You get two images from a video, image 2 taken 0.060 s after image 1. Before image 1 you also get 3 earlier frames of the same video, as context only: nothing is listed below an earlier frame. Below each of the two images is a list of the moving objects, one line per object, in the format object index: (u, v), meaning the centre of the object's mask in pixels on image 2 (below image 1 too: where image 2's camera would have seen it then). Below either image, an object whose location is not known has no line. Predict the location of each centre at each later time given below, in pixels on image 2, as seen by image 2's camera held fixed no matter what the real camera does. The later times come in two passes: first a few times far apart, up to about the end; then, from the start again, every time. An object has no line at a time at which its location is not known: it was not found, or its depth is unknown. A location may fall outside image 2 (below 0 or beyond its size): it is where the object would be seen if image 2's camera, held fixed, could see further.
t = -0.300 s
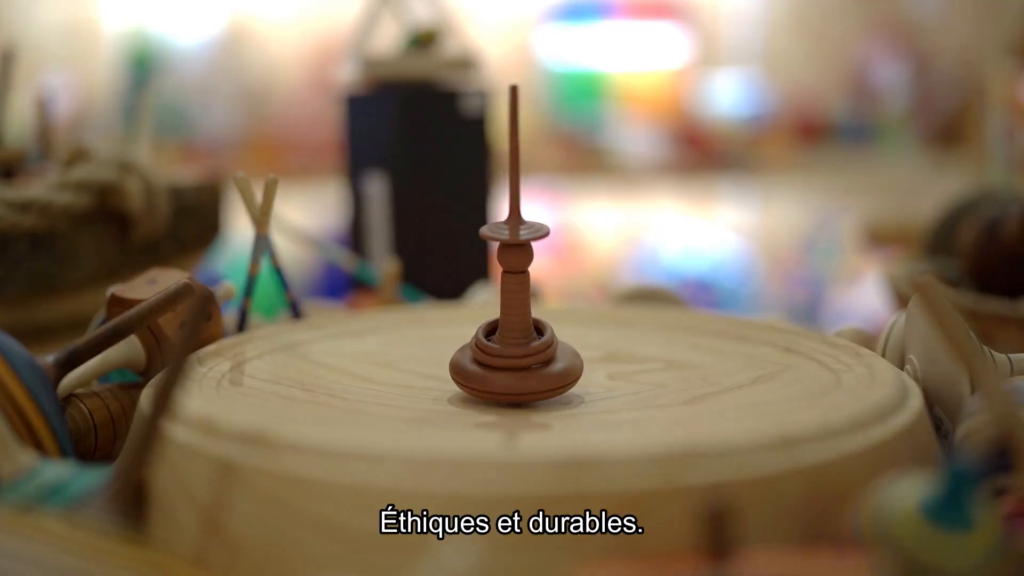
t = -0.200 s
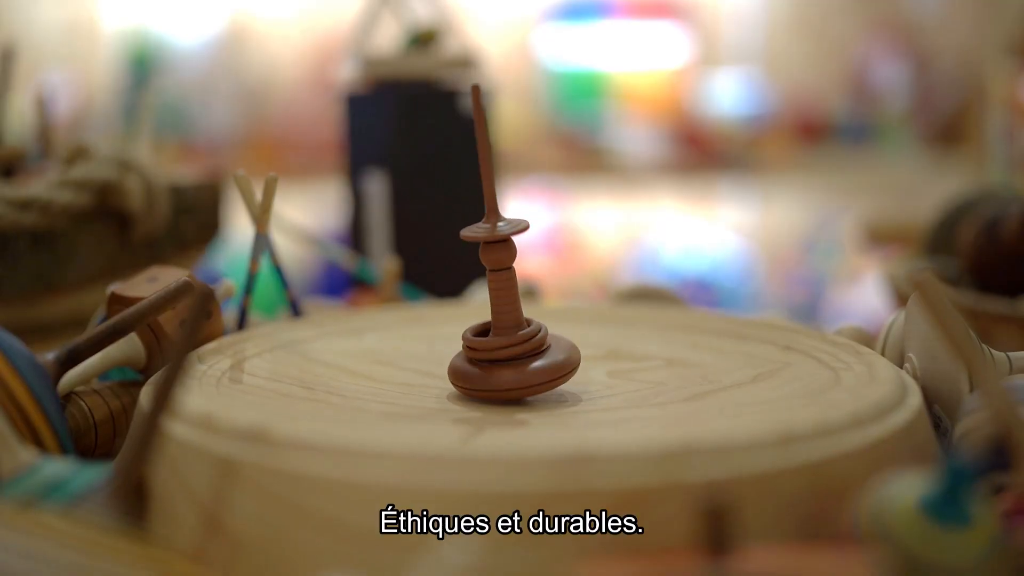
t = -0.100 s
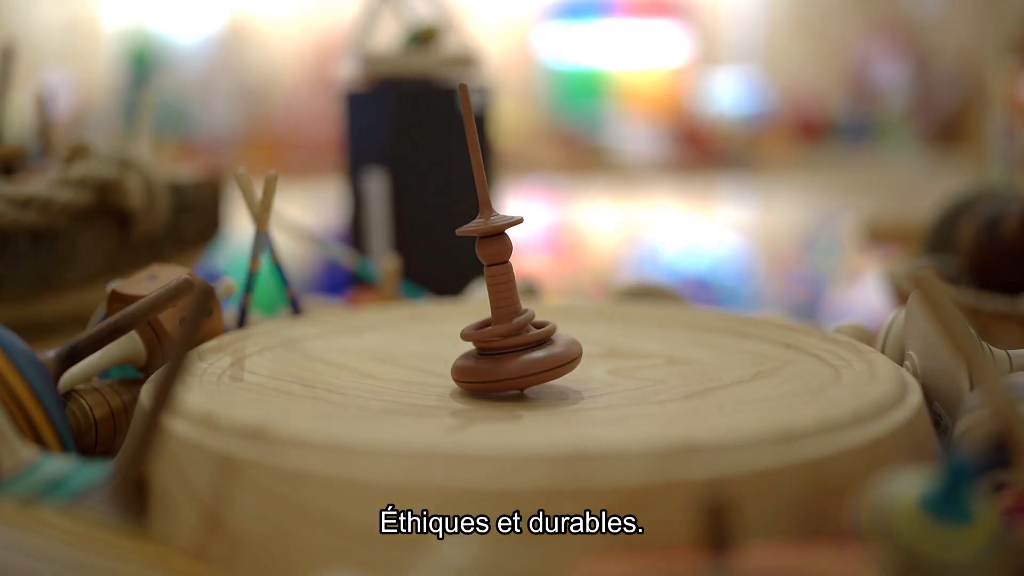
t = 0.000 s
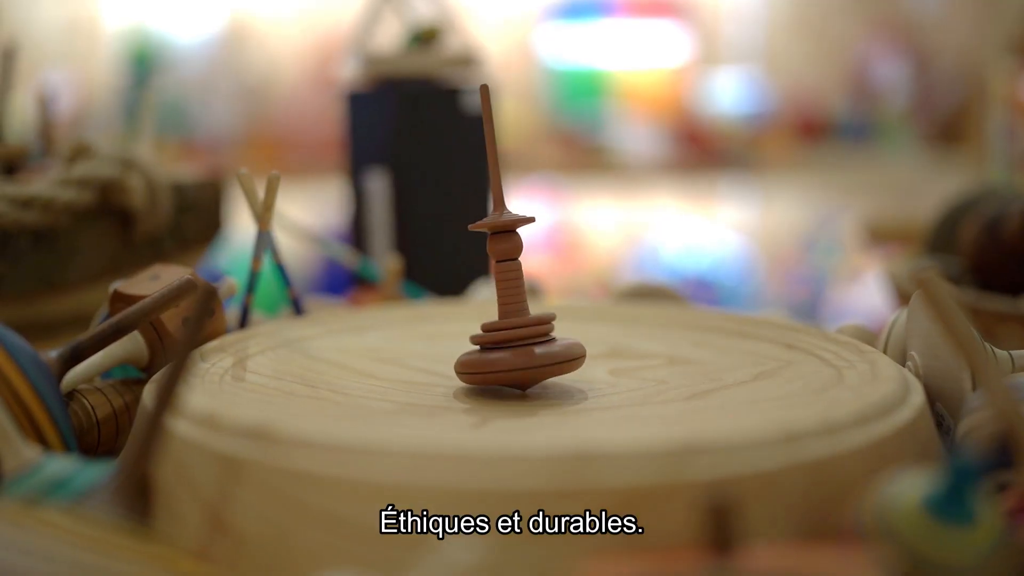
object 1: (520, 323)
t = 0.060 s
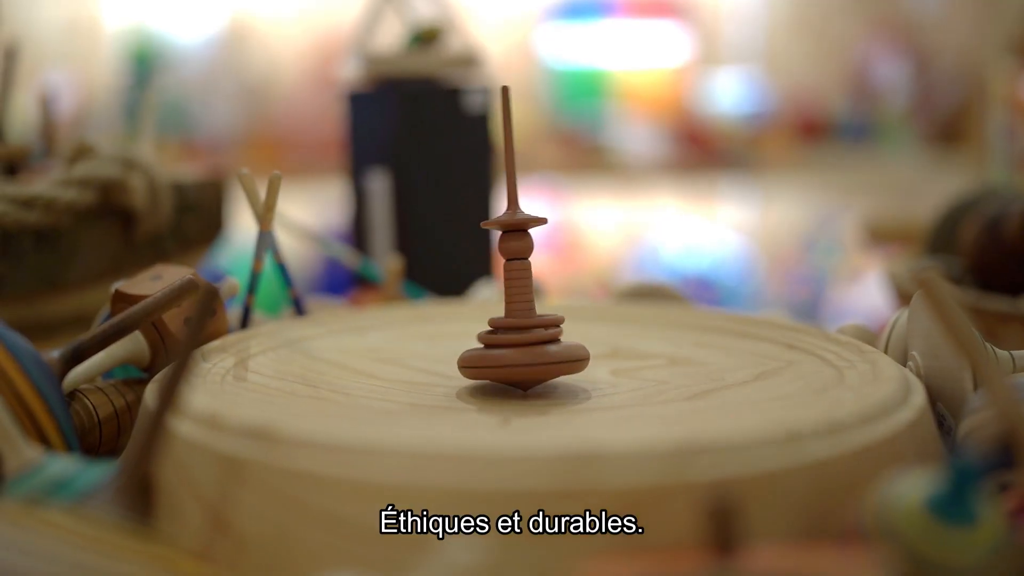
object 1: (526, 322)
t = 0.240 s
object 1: (537, 320)
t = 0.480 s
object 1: (543, 325)
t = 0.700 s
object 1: (526, 320)
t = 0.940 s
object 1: (545, 312)
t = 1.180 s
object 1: (553, 316)
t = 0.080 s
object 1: (528, 321)
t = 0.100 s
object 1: (528, 321)
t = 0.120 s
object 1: (528, 319)
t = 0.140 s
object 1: (524, 319)
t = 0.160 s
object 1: (518, 320)
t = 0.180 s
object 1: (523, 317)
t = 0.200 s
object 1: (535, 317)
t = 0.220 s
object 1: (546, 317)
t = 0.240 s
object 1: (537, 320)
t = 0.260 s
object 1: (527, 321)
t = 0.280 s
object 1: (529, 322)
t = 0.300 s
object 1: (541, 320)
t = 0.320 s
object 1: (550, 318)
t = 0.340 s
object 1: (537, 320)
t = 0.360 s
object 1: (527, 321)
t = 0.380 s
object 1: (535, 322)
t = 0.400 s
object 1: (547, 324)
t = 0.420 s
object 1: (538, 324)
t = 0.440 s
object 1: (524, 322)
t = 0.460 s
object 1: (537, 322)
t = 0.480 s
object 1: (543, 325)
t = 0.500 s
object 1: (529, 321)
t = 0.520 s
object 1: (518, 313)
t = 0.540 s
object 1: (532, 316)
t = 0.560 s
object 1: (533, 330)
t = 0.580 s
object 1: (518, 329)
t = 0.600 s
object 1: (524, 319)
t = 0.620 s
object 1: (537, 318)
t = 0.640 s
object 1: (526, 326)
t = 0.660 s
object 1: (514, 322)
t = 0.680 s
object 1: (531, 316)
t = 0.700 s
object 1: (526, 320)
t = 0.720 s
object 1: (513, 313)
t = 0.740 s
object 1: (534, 312)
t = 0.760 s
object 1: (527, 320)
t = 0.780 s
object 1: (515, 315)
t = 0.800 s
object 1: (530, 310)
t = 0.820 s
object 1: (535, 316)
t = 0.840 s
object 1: (518, 318)
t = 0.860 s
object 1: (532, 311)
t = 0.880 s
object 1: (540, 309)
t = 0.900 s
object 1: (523, 312)
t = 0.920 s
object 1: (529, 312)
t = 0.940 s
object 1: (545, 312)
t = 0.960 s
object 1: (533, 311)
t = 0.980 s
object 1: (526, 312)
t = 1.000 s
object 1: (547, 314)
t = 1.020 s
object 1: (538, 311)
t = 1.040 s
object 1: (529, 307)
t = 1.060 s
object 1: (548, 312)
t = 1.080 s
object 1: (540, 319)
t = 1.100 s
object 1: (528, 312)
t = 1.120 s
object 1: (554, 311)
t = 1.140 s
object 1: (541, 322)
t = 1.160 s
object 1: (530, 310)
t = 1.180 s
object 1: (553, 316)
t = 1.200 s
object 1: (530, 316)
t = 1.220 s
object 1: (540, 316)
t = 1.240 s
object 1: (539, 324)
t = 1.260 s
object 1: (522, 313)
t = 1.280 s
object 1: (532, 310)
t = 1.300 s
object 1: (549, 316)
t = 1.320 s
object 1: (526, 319)
